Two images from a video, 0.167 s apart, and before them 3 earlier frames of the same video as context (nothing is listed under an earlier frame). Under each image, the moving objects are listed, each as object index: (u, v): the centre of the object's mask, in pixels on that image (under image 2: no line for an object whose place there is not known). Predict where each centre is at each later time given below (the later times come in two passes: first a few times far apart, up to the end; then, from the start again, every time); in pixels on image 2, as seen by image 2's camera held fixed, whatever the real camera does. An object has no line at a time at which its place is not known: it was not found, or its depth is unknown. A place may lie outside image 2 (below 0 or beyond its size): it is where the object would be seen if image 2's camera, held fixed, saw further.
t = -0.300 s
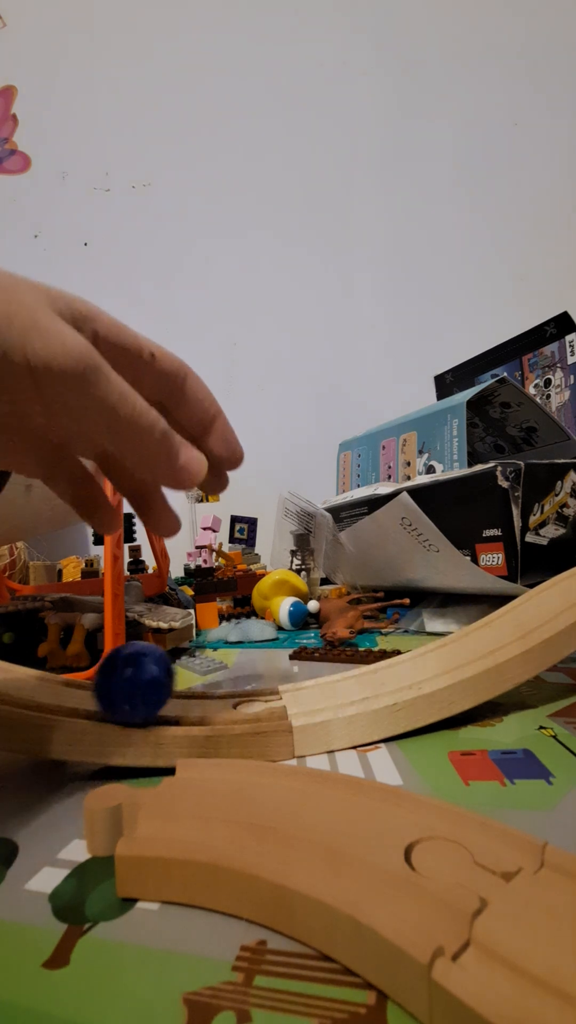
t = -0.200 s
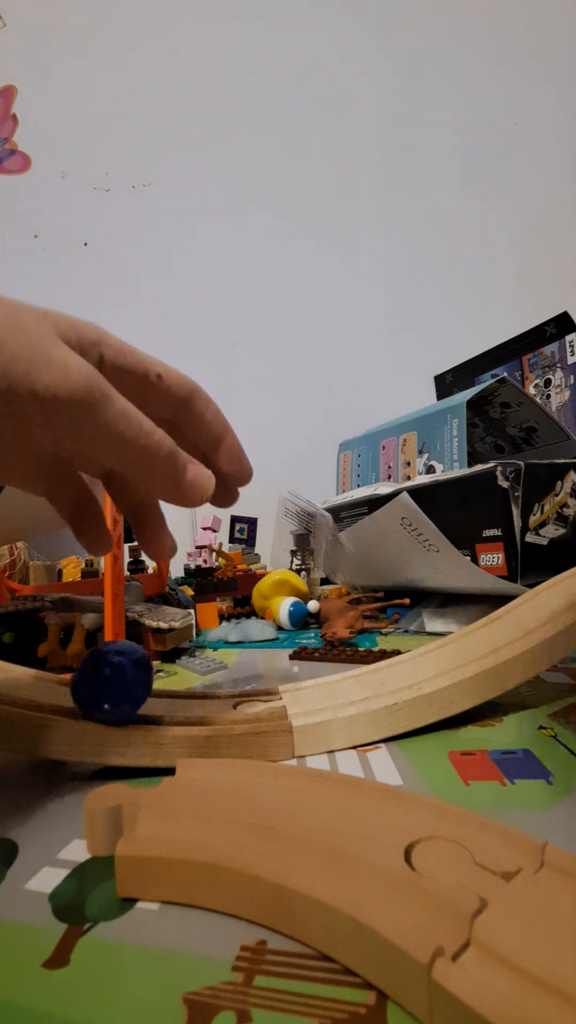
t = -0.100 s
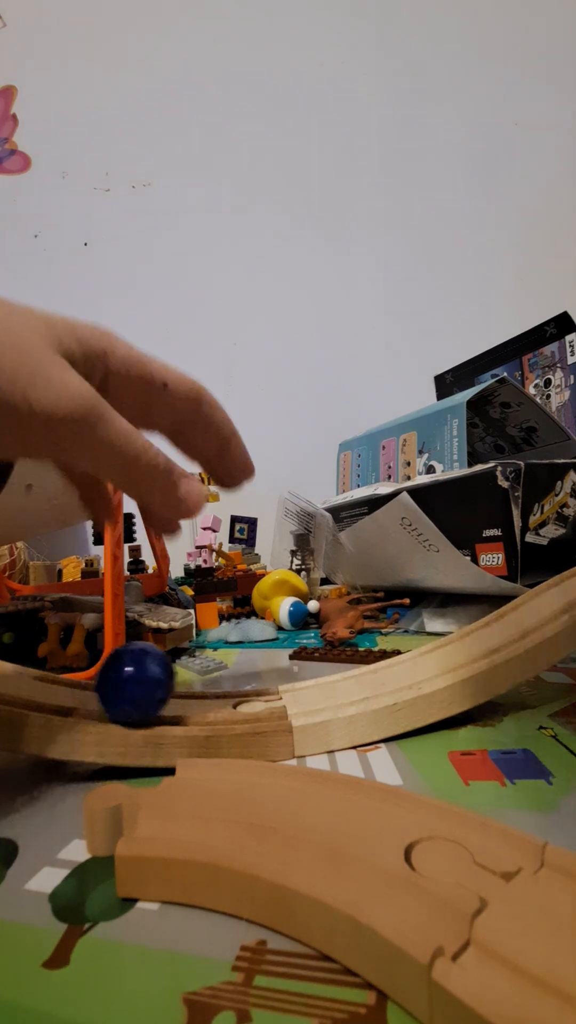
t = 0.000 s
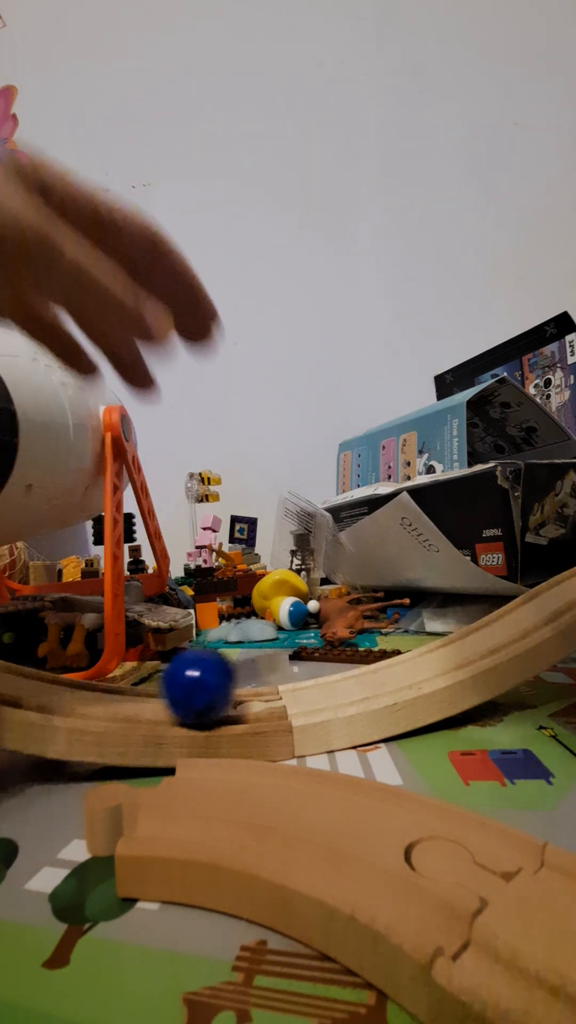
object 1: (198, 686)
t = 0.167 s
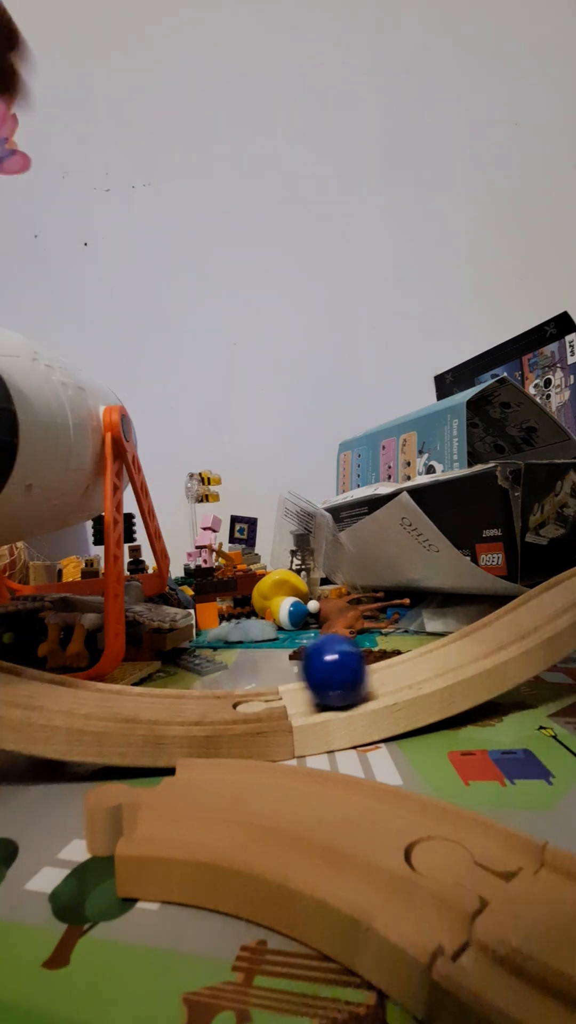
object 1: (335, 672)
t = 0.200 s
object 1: (357, 666)
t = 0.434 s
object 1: (426, 645)
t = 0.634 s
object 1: (335, 672)
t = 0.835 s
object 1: (187, 688)
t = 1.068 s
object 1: (170, 686)
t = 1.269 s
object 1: (295, 679)
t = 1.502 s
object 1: (397, 655)
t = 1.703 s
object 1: (375, 662)
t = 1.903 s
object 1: (262, 684)
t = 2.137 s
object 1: (178, 687)
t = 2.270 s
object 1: (198, 687)
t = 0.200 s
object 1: (357, 666)
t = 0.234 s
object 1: (378, 662)
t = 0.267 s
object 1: (395, 656)
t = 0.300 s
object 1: (409, 652)
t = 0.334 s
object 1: (420, 647)
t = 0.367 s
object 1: (426, 645)
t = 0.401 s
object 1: (428, 644)
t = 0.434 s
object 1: (426, 645)
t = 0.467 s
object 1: (420, 646)
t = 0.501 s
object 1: (410, 651)
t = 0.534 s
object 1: (396, 655)
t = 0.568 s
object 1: (379, 661)
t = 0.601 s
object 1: (359, 666)
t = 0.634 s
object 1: (335, 672)
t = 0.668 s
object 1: (310, 678)
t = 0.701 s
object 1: (282, 680)
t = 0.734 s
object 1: (257, 685)
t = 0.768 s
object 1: (231, 687)
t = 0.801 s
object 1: (207, 687)
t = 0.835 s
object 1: (187, 688)
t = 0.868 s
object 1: (170, 687)
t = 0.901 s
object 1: (157, 685)
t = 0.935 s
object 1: (150, 684)
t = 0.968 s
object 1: (147, 684)
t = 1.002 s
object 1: (150, 684)
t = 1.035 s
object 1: (158, 685)
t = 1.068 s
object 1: (170, 686)
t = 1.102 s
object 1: (185, 686)
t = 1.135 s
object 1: (205, 687)
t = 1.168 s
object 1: (226, 686)
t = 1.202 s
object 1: (249, 685)
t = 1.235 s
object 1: (273, 683)
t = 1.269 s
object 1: (295, 679)
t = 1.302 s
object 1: (316, 675)
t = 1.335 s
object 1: (337, 672)
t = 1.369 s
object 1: (354, 667)
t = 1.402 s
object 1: (370, 664)
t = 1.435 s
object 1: (381, 659)
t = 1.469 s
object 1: (391, 657)
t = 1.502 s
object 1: (397, 655)
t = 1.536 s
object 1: (400, 654)
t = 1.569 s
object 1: (401, 653)
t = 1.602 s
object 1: (399, 654)
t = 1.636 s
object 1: (395, 655)
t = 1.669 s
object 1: (387, 658)
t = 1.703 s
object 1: (375, 662)
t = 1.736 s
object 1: (362, 665)
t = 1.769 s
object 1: (345, 669)
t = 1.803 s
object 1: (326, 674)
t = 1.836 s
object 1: (305, 678)
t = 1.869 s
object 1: (283, 680)
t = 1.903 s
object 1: (262, 684)
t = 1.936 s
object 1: (243, 686)
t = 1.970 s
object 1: (225, 686)
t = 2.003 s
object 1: (208, 687)
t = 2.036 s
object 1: (195, 686)
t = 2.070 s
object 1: (186, 687)
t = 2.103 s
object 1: (181, 687)
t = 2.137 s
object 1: (178, 687)
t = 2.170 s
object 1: (178, 687)
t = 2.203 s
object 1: (182, 687)
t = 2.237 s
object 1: (188, 687)
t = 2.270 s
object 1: (198, 687)
